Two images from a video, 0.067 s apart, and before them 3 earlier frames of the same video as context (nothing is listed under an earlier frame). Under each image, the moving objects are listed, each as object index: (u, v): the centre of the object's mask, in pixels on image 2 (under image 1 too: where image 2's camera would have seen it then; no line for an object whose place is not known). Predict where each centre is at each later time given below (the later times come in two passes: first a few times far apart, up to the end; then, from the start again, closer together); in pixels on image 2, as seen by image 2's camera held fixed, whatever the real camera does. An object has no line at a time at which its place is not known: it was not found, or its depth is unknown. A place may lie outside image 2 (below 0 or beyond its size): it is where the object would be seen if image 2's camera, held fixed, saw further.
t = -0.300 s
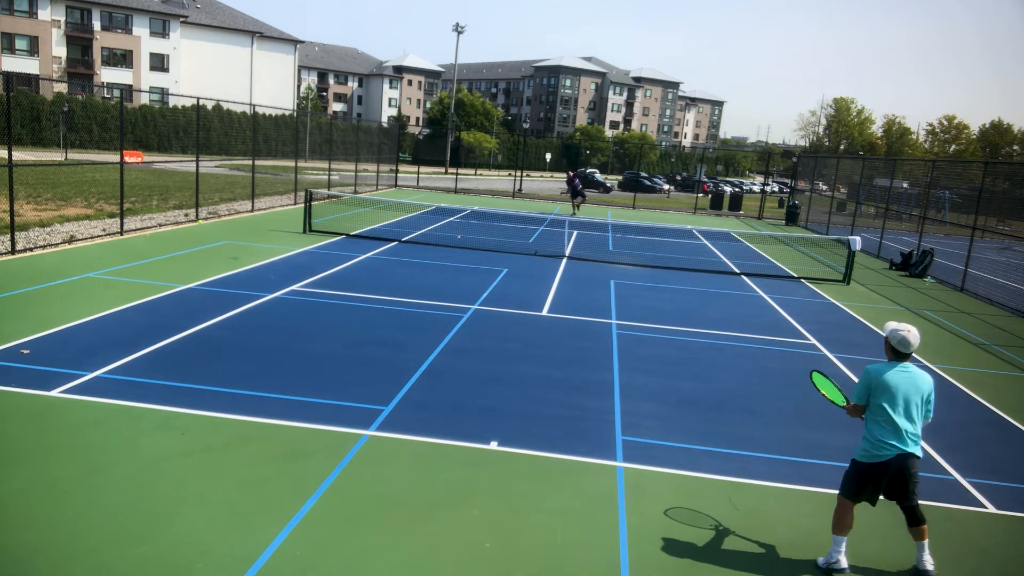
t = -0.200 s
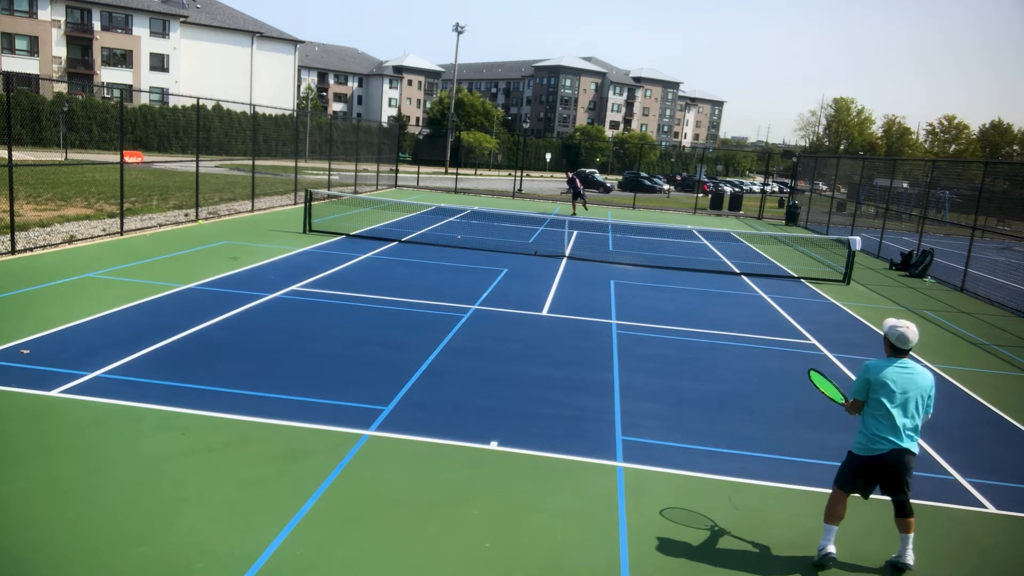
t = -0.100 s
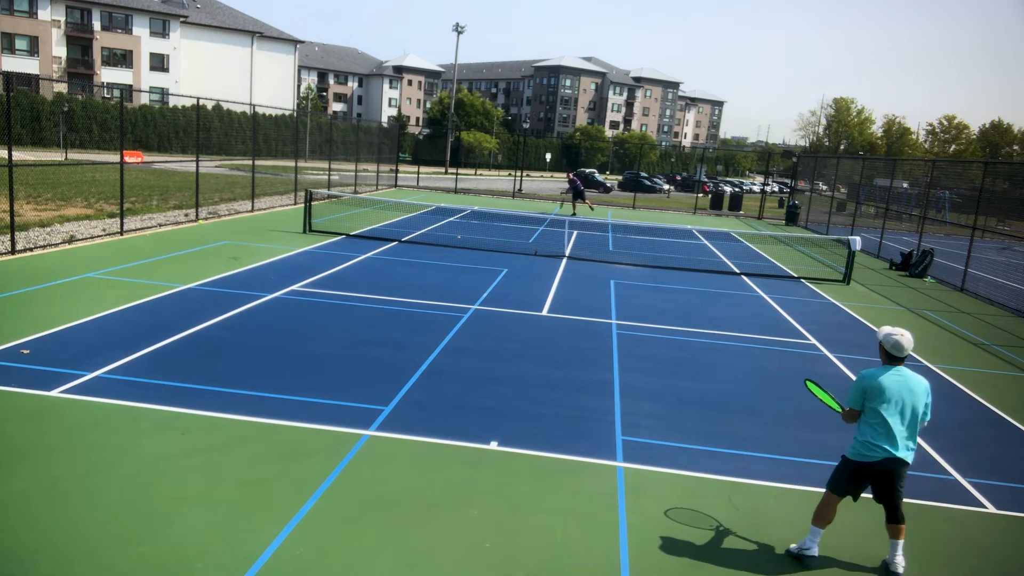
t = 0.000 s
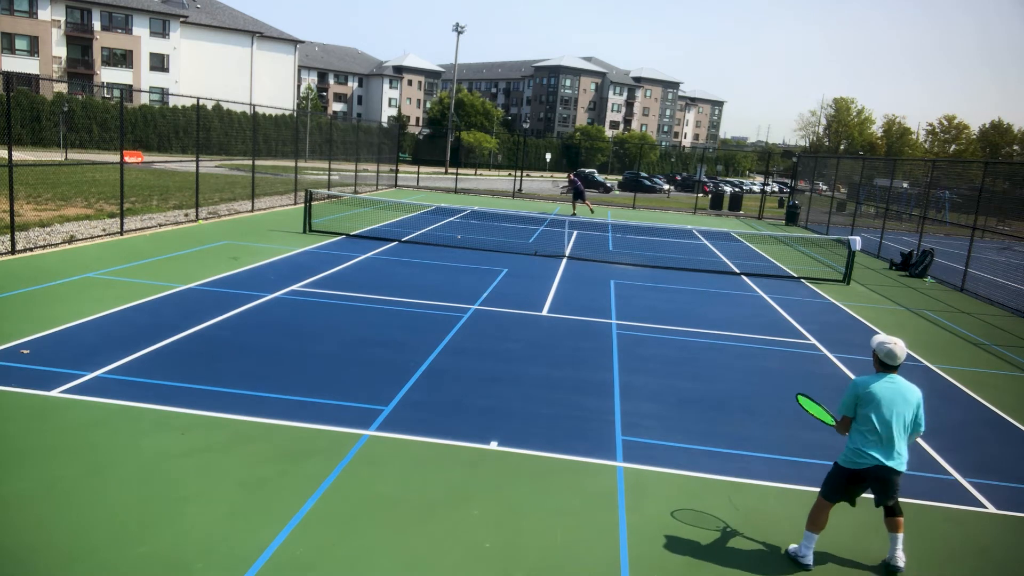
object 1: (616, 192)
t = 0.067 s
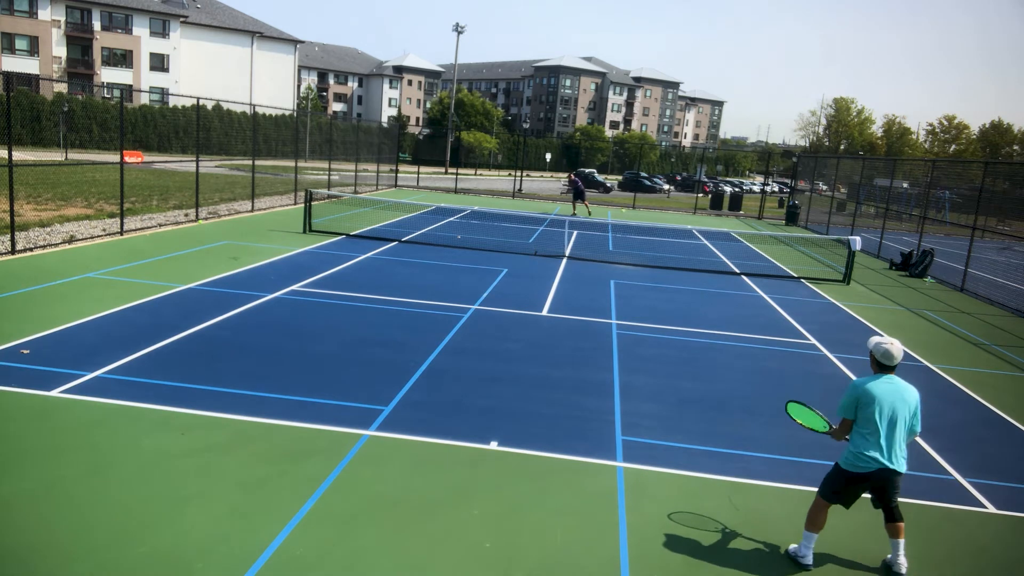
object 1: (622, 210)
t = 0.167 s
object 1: (632, 247)
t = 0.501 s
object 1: (676, 306)
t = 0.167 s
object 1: (632, 247)
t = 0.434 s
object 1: (665, 308)
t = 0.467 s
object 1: (670, 307)
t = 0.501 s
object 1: (676, 306)
